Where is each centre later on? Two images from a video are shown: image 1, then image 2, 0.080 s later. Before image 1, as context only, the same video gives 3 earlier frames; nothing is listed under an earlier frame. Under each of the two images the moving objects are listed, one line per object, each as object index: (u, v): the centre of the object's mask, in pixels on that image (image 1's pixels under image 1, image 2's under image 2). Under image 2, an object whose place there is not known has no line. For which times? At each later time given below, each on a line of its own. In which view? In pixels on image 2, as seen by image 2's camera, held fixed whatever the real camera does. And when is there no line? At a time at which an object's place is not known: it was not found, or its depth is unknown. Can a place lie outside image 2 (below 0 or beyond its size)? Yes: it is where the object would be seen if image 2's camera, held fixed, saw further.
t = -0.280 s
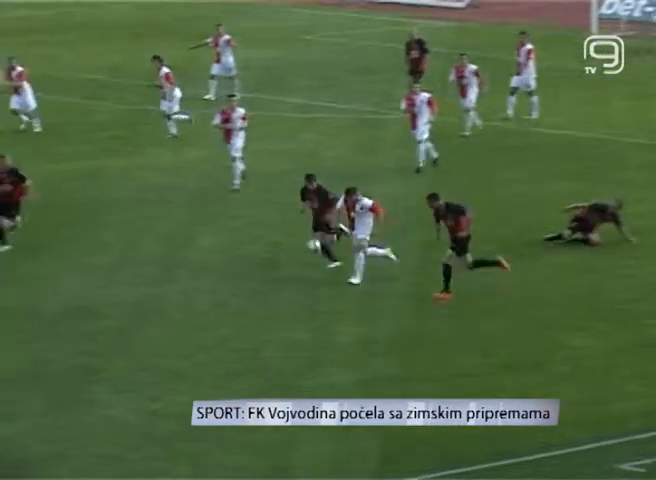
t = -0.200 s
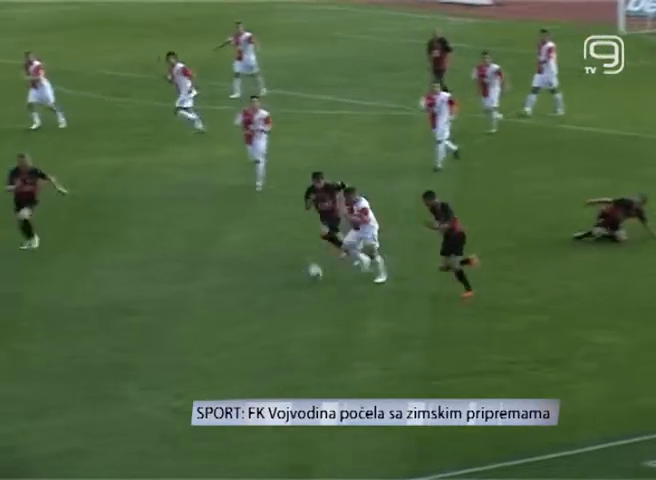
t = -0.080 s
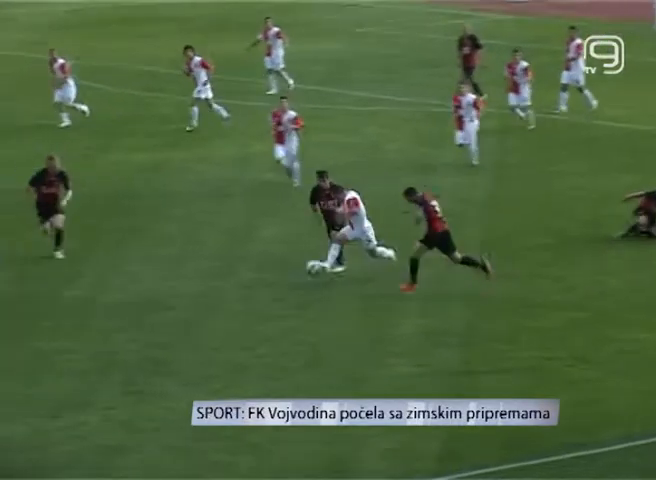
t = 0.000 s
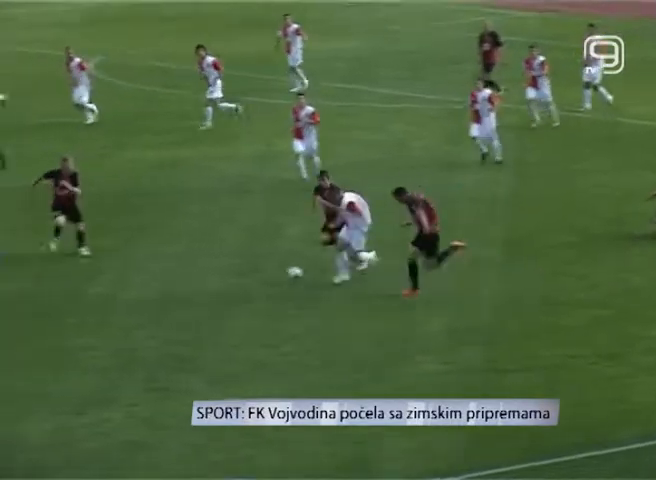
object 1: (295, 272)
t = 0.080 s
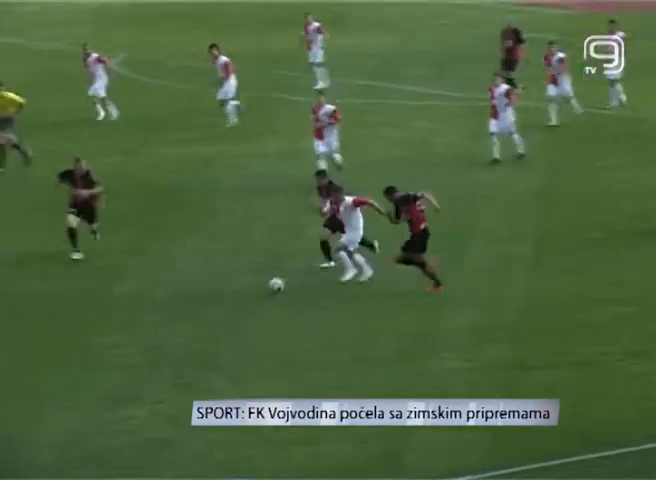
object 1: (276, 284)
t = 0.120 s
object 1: (255, 293)
